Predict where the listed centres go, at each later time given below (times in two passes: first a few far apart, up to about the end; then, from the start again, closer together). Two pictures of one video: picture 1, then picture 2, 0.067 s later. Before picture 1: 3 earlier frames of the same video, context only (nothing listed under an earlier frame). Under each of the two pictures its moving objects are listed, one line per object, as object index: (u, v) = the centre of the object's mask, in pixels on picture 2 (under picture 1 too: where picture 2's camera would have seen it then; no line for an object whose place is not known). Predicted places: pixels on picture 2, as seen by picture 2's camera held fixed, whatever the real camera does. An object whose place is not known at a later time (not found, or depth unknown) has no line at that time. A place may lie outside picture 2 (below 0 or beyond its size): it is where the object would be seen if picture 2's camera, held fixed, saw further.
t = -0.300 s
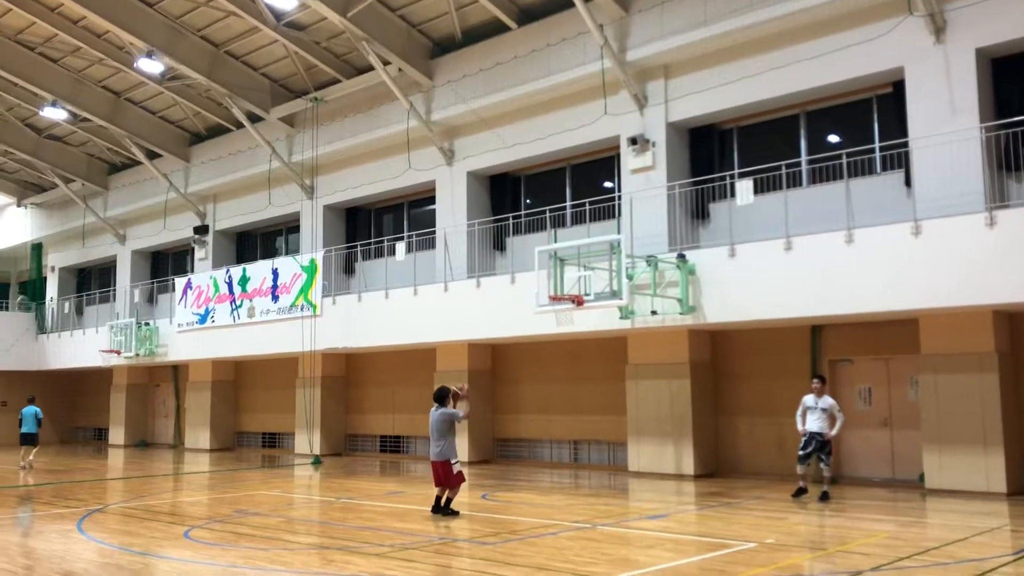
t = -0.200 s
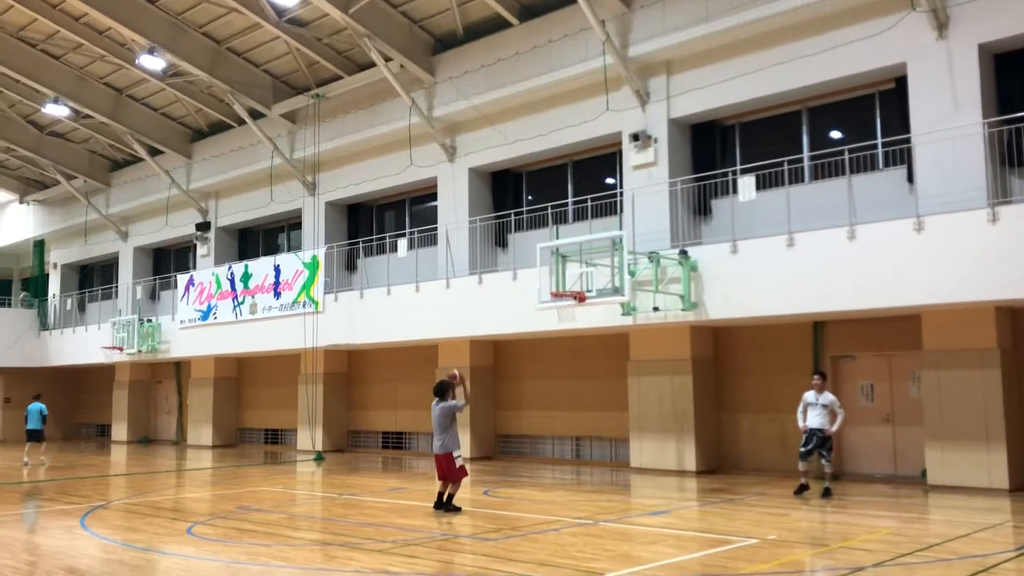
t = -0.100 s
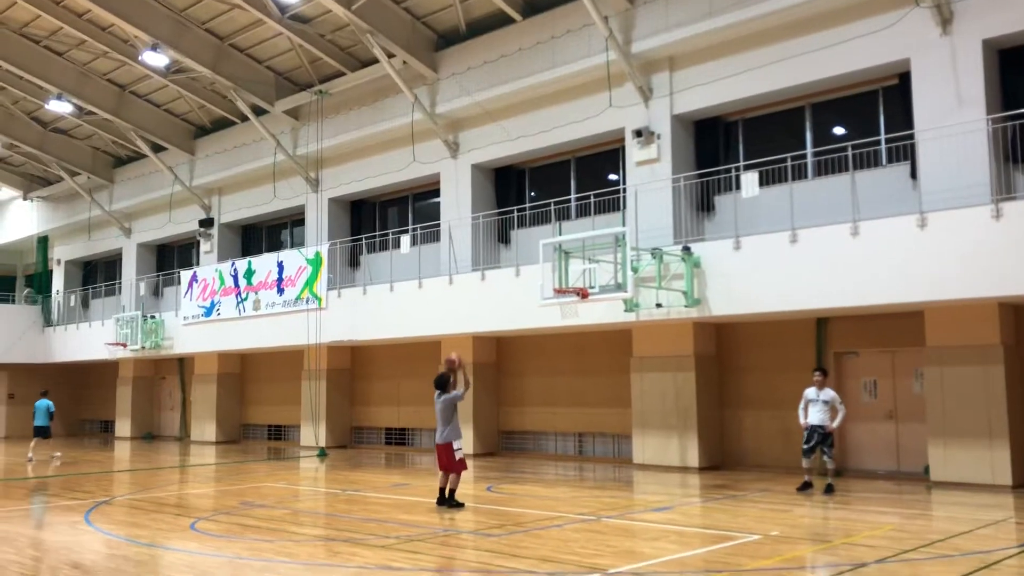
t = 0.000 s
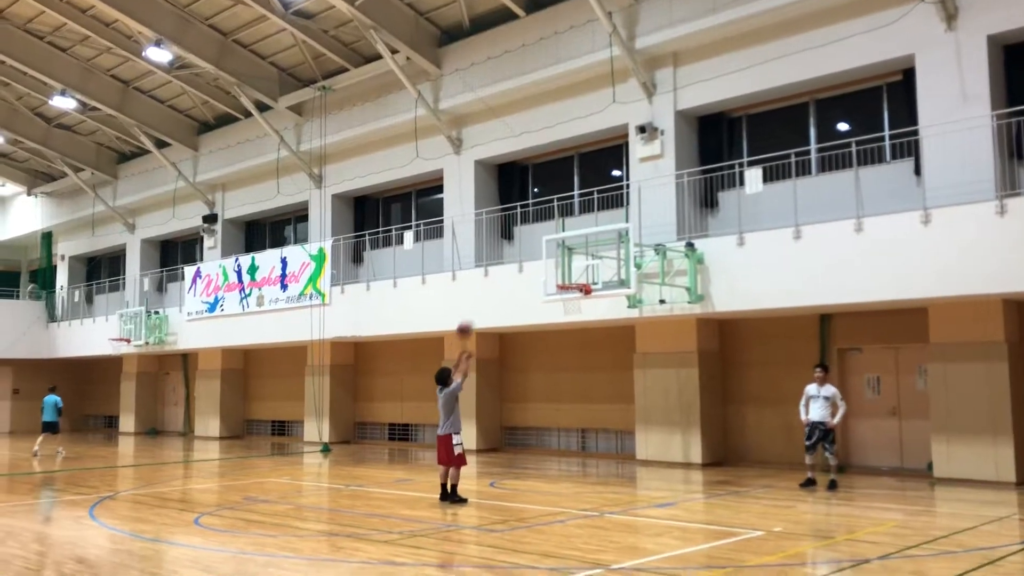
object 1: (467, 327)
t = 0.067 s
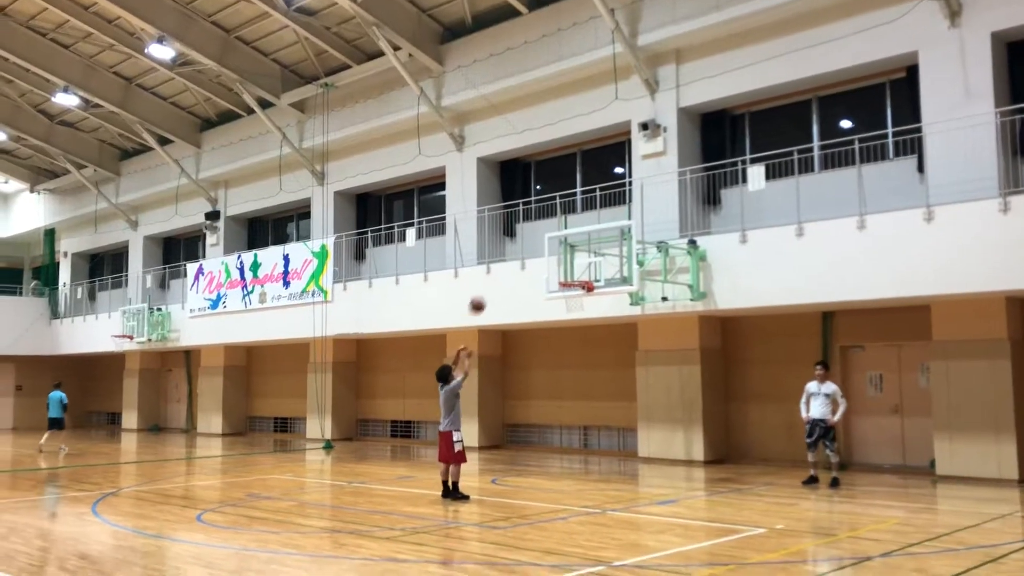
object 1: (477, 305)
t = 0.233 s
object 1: (501, 268)
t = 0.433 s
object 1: (528, 249)
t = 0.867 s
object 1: (579, 294)
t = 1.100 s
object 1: (587, 319)
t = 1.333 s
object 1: (594, 373)
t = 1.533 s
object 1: (600, 446)
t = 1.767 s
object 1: (597, 416)
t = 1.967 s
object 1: (590, 382)
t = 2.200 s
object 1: (585, 372)
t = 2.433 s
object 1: (579, 394)
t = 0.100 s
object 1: (482, 296)
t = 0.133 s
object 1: (487, 287)
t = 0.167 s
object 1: (492, 280)
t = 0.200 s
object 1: (497, 274)
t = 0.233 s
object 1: (501, 268)
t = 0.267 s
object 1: (506, 262)
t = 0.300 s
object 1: (511, 258)
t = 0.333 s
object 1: (515, 254)
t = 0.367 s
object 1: (519, 251)
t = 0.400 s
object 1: (524, 250)
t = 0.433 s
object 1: (528, 249)
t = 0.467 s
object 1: (532, 248)
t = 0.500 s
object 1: (536, 248)
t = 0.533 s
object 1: (540, 249)
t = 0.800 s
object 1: (573, 279)
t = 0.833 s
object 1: (576, 287)
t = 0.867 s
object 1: (579, 294)
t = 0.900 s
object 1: (582, 298)
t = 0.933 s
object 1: (583, 299)
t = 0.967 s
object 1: (584, 302)
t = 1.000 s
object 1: (585, 305)
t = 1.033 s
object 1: (585, 309)
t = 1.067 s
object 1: (586, 314)
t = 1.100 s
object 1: (587, 319)
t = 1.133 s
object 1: (589, 325)
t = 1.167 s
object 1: (590, 331)
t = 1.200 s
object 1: (589, 337)
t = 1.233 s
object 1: (590, 345)
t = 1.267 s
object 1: (591, 355)
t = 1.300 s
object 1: (593, 364)
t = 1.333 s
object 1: (594, 373)
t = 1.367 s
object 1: (595, 383)
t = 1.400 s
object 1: (595, 395)
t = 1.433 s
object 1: (597, 407)
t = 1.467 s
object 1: (597, 419)
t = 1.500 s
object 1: (599, 432)
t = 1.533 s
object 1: (600, 446)
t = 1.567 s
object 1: (602, 463)
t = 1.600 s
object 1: (602, 469)
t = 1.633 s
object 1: (601, 455)
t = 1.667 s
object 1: (600, 446)
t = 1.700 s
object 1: (599, 435)
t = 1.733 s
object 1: (598, 425)
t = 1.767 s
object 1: (597, 416)
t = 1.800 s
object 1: (595, 410)
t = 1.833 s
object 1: (594, 403)
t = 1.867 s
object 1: (593, 396)
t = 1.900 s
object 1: (592, 391)
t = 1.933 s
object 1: (591, 386)
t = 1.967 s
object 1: (590, 382)
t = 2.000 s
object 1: (589, 379)
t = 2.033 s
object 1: (589, 376)
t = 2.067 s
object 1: (587, 373)
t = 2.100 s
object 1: (587, 372)
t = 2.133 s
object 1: (586, 371)
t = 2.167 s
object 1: (585, 371)
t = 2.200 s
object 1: (585, 372)
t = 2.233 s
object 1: (584, 373)
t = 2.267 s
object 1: (583, 375)
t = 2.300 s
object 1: (582, 377)
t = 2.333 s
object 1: (581, 380)
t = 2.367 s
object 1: (580, 384)
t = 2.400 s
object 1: (580, 388)
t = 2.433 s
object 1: (579, 394)
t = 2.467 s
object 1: (578, 400)
